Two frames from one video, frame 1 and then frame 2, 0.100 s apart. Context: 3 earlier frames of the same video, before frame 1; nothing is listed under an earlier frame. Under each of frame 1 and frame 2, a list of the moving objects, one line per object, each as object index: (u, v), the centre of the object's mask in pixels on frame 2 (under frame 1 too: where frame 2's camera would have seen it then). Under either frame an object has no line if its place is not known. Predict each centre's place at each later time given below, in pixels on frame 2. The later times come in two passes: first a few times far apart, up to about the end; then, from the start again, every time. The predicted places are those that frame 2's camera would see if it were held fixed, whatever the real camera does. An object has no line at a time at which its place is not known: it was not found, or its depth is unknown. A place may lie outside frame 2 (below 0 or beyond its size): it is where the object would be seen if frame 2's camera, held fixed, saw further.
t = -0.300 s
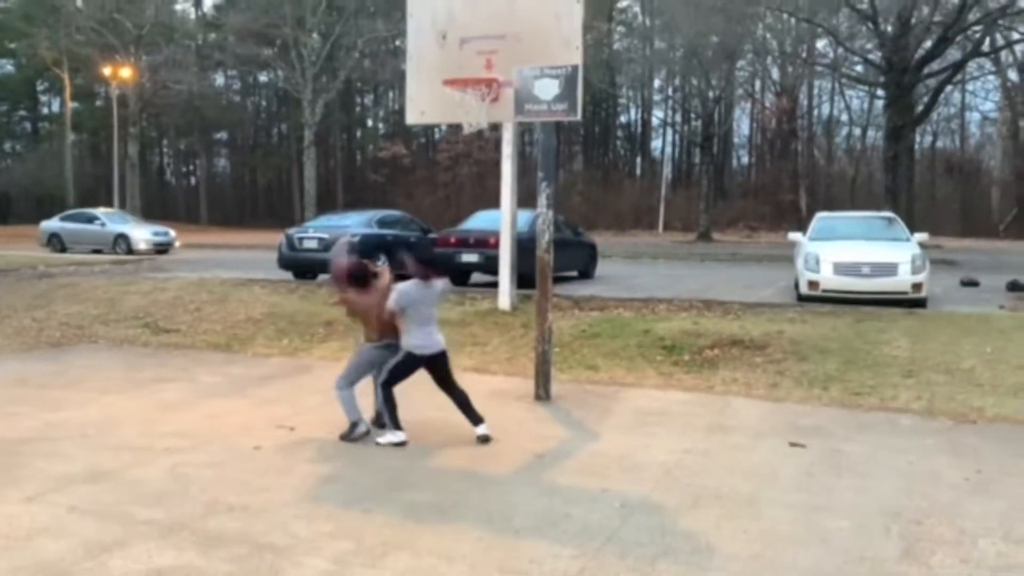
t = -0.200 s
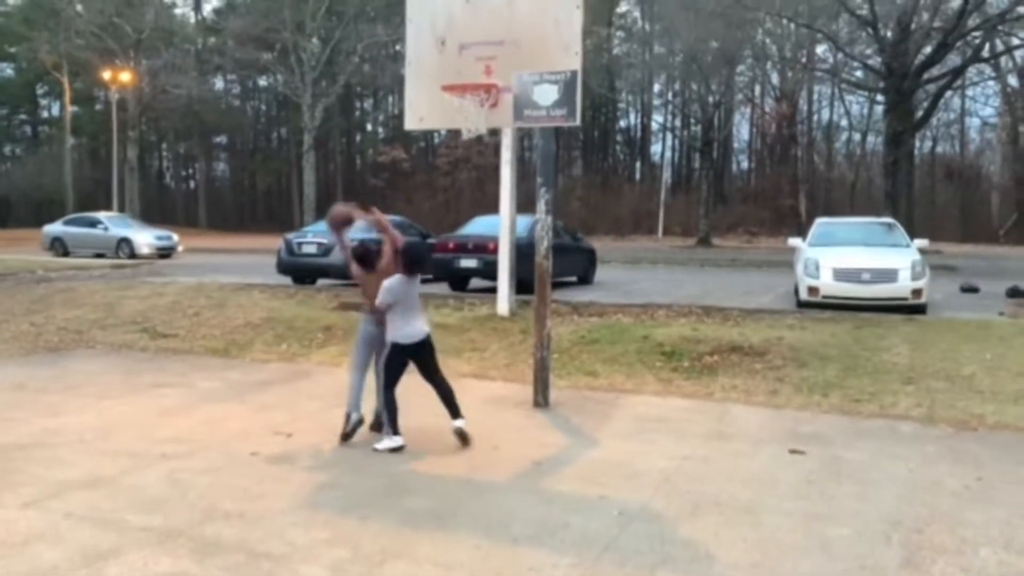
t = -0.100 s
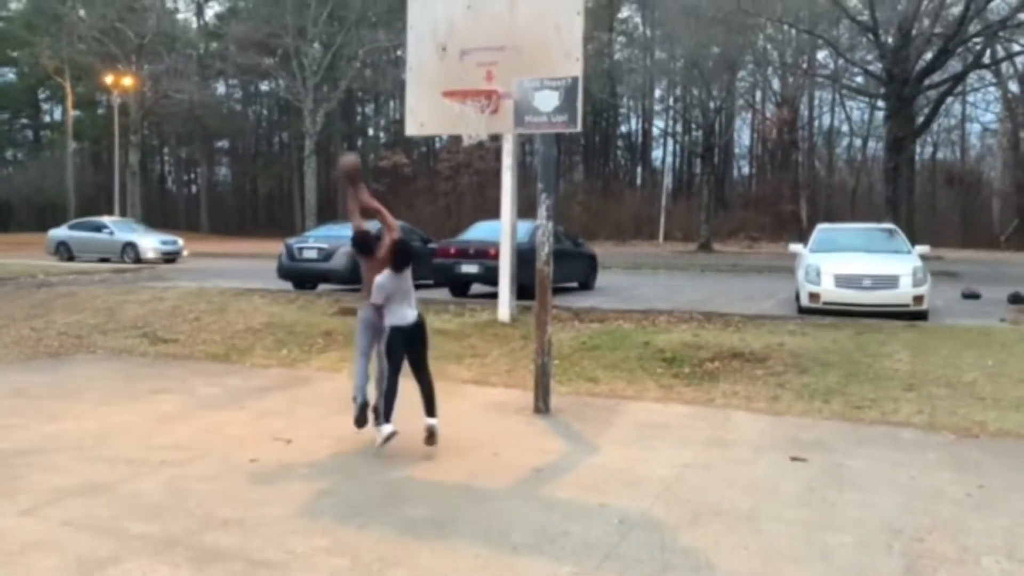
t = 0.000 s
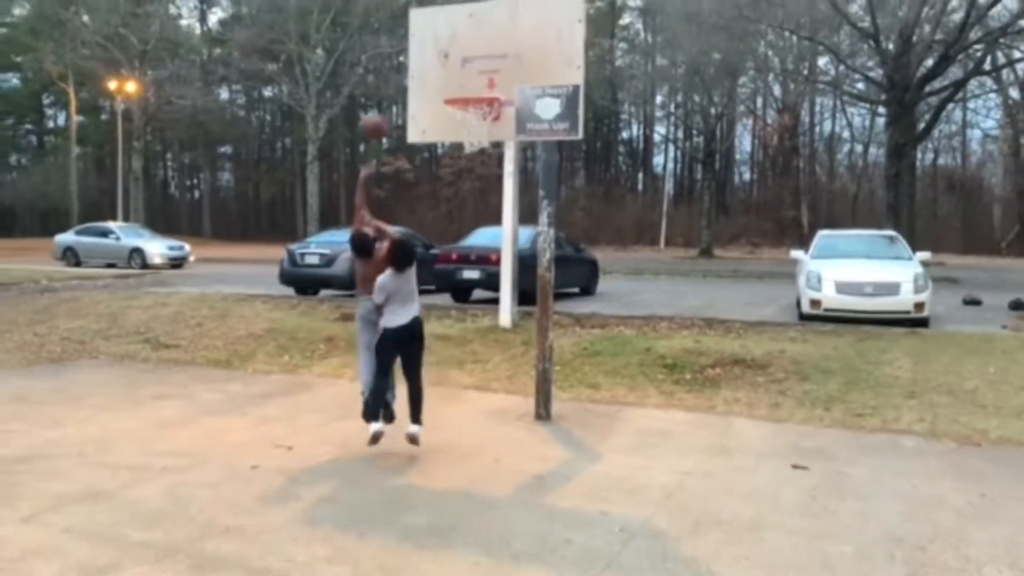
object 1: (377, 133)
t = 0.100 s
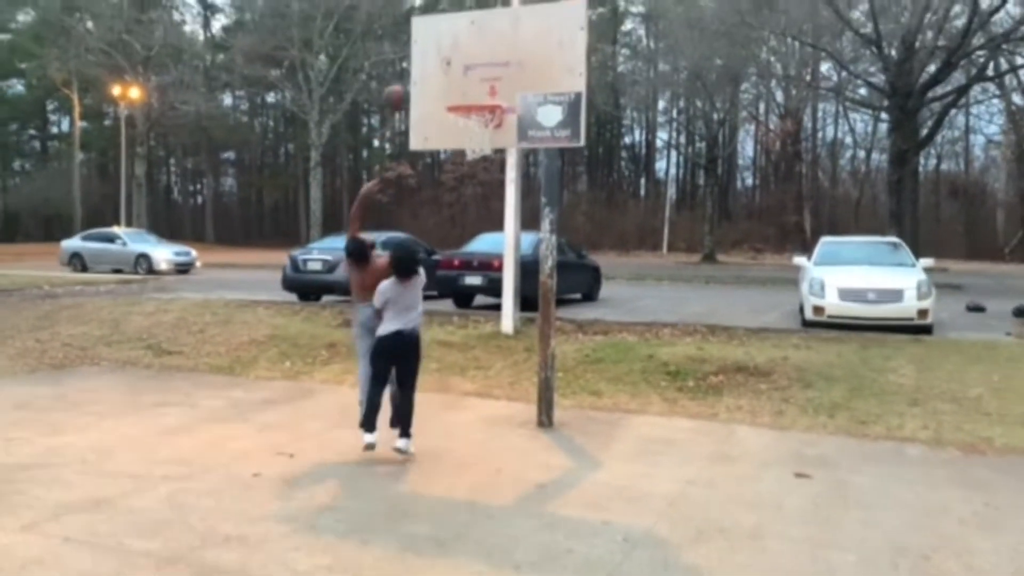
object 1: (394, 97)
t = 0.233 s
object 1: (425, 69)
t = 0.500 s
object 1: (453, 68)
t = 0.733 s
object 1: (472, 123)
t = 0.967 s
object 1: (481, 147)
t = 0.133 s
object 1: (403, 89)
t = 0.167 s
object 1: (410, 81)
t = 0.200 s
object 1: (418, 75)
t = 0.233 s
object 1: (425, 69)
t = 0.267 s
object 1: (432, 65)
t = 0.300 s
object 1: (438, 62)
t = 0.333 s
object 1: (444, 59)
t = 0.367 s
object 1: (446, 59)
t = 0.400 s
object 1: (448, 59)
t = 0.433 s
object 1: (449, 61)
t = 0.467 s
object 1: (451, 64)
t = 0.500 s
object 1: (453, 68)
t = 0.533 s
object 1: (454, 73)
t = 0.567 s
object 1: (456, 80)
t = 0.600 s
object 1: (458, 88)
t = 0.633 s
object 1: (460, 96)
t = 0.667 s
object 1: (463, 105)
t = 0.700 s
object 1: (467, 112)
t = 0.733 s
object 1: (472, 123)
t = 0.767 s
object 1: (476, 131)
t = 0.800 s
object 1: (479, 135)
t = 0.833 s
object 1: (480, 135)
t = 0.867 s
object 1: (480, 136)
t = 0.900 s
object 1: (480, 144)
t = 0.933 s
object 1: (481, 141)
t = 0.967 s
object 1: (481, 147)
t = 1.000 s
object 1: (481, 153)
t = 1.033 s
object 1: (481, 157)
